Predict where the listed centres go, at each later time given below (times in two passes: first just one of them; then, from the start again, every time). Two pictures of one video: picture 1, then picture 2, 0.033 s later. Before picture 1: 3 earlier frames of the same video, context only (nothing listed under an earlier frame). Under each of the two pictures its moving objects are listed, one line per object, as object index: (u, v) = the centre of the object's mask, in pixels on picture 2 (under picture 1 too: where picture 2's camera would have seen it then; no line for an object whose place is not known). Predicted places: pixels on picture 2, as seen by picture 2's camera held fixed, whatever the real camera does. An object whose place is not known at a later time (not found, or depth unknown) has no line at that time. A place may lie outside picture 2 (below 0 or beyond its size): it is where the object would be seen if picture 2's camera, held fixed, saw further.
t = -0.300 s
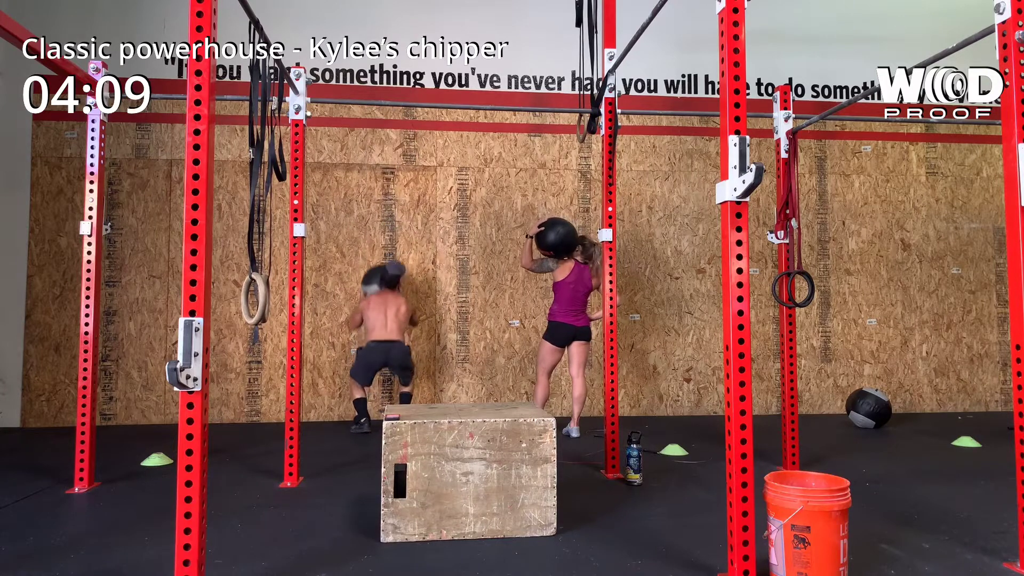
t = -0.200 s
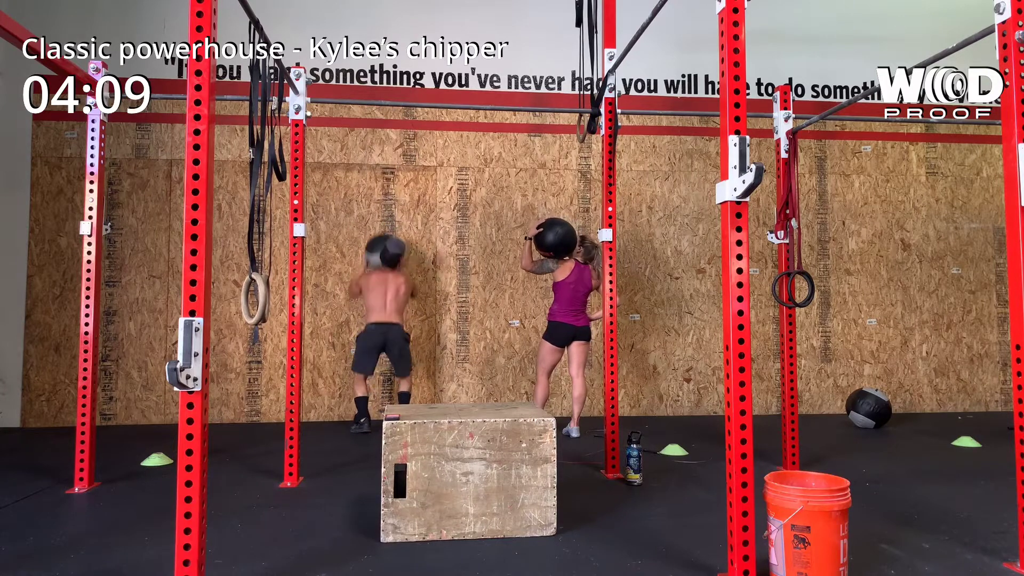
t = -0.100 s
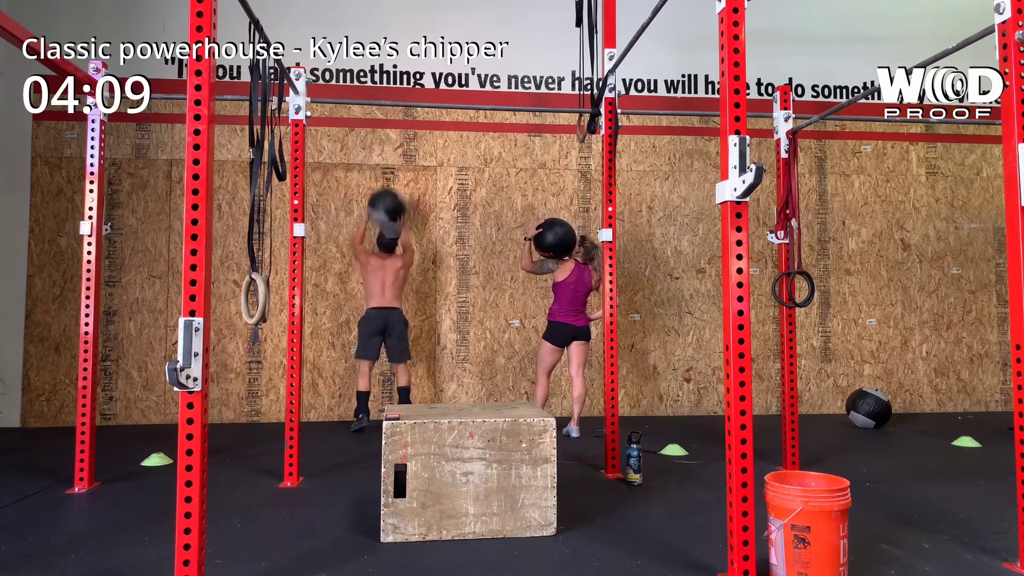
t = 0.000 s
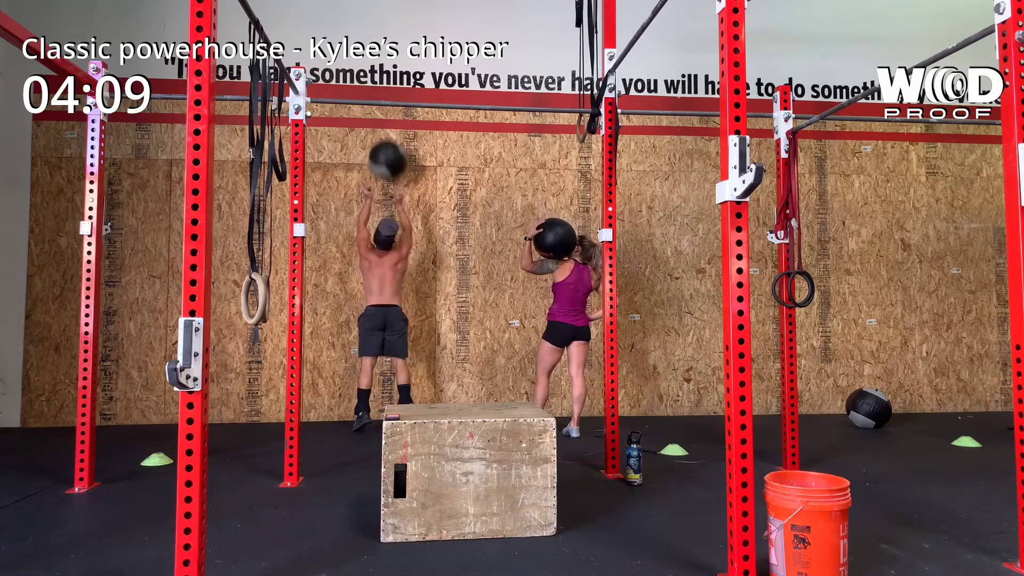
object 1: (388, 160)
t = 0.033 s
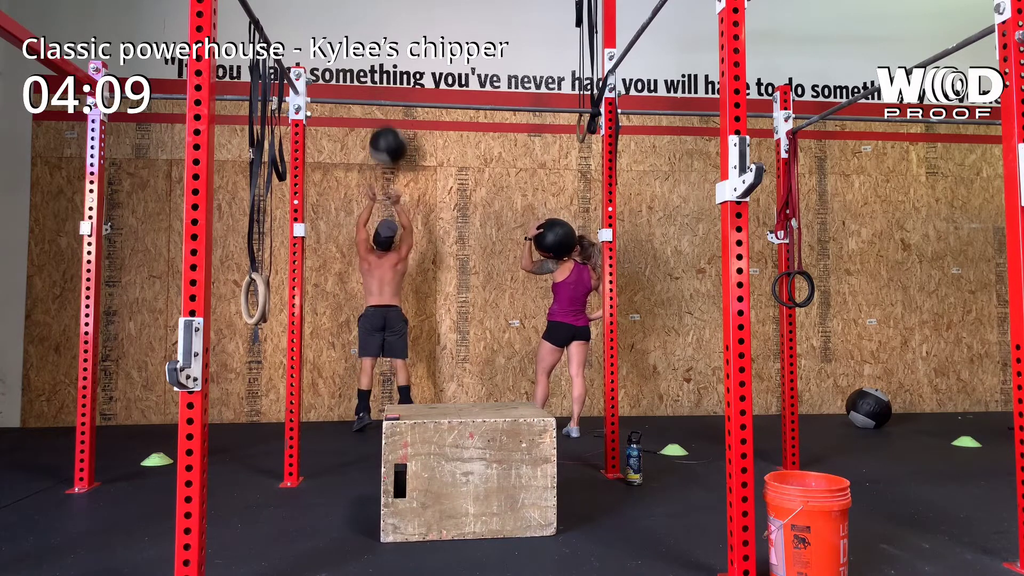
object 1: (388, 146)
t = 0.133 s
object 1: (389, 118)
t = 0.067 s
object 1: (388, 134)
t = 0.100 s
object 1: (389, 124)
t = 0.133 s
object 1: (389, 118)
